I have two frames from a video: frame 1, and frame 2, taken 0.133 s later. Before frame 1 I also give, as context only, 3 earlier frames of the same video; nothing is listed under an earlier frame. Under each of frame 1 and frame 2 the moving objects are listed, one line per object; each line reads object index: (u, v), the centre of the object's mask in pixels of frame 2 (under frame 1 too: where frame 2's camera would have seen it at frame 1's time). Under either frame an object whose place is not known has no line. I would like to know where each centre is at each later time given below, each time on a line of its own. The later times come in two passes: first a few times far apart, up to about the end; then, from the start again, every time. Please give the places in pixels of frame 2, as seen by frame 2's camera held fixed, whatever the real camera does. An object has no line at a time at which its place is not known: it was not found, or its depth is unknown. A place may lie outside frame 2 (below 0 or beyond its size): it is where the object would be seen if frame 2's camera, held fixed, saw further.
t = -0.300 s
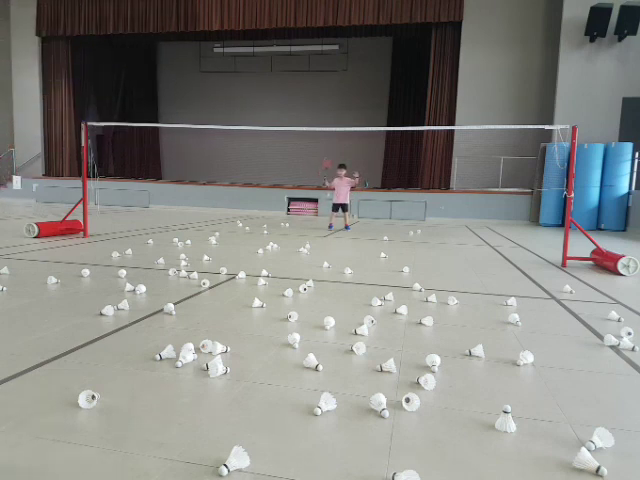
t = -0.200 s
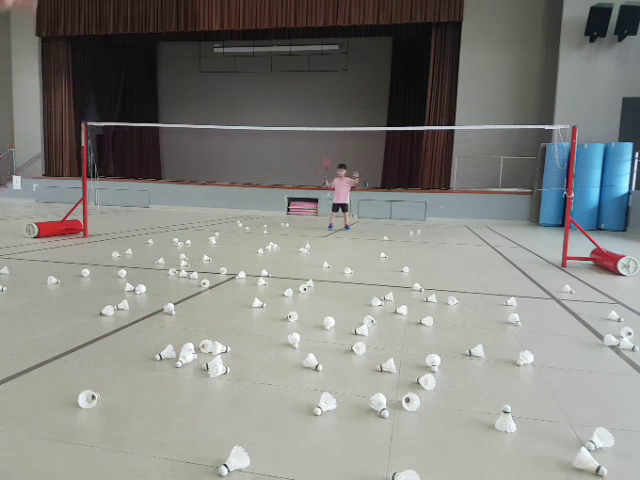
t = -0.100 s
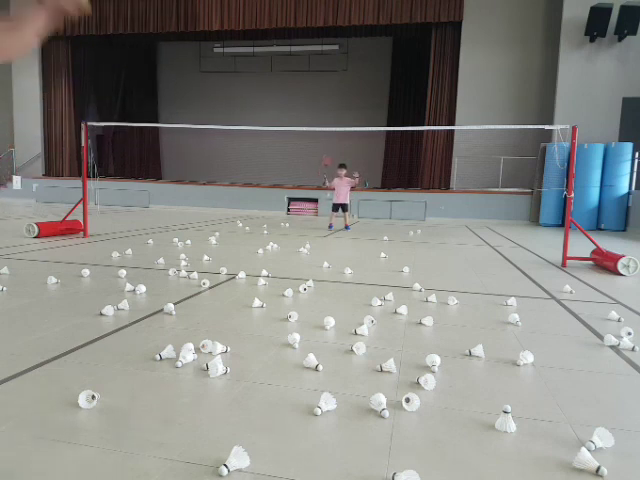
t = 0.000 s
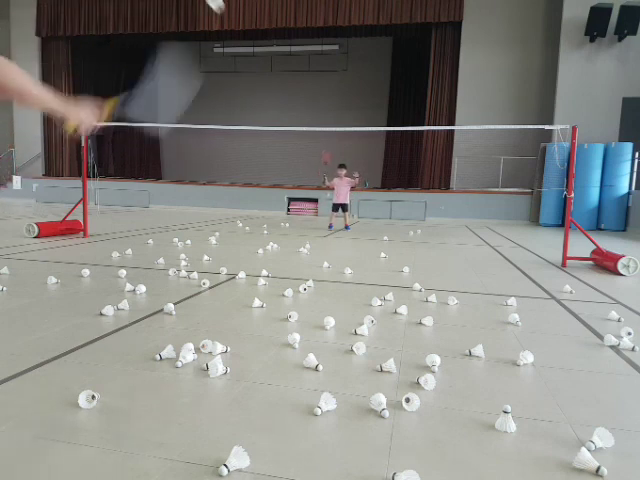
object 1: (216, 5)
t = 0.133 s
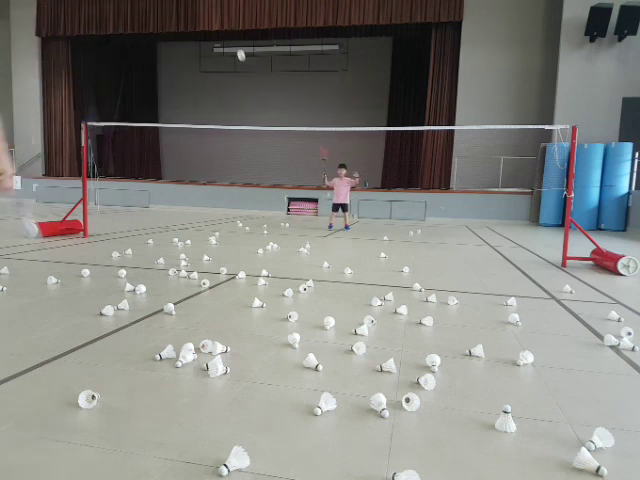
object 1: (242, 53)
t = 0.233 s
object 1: (247, 76)
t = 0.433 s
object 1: (252, 113)
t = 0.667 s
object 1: (256, 157)
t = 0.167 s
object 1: (243, 56)
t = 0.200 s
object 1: (245, 69)
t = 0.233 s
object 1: (247, 76)
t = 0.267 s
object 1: (248, 82)
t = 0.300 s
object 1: (249, 88)
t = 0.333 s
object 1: (250, 95)
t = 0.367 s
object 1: (250, 101)
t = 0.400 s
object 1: (251, 107)
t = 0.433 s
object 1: (252, 113)
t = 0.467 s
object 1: (253, 119)
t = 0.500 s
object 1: (253, 124)
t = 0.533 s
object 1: (254, 132)
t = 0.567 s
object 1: (254, 138)
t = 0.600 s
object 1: (255, 144)
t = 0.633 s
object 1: (256, 151)
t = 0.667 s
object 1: (256, 157)
